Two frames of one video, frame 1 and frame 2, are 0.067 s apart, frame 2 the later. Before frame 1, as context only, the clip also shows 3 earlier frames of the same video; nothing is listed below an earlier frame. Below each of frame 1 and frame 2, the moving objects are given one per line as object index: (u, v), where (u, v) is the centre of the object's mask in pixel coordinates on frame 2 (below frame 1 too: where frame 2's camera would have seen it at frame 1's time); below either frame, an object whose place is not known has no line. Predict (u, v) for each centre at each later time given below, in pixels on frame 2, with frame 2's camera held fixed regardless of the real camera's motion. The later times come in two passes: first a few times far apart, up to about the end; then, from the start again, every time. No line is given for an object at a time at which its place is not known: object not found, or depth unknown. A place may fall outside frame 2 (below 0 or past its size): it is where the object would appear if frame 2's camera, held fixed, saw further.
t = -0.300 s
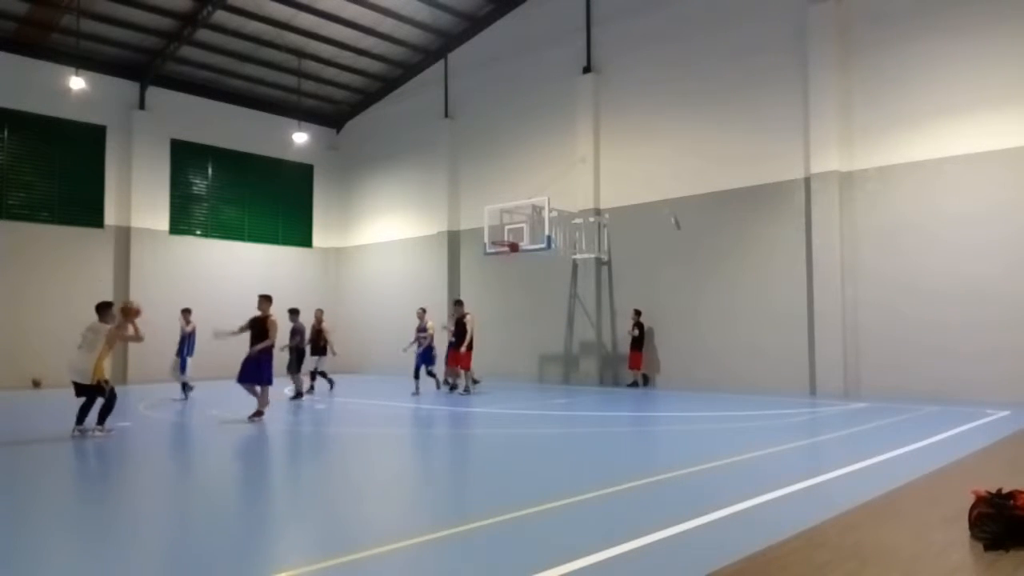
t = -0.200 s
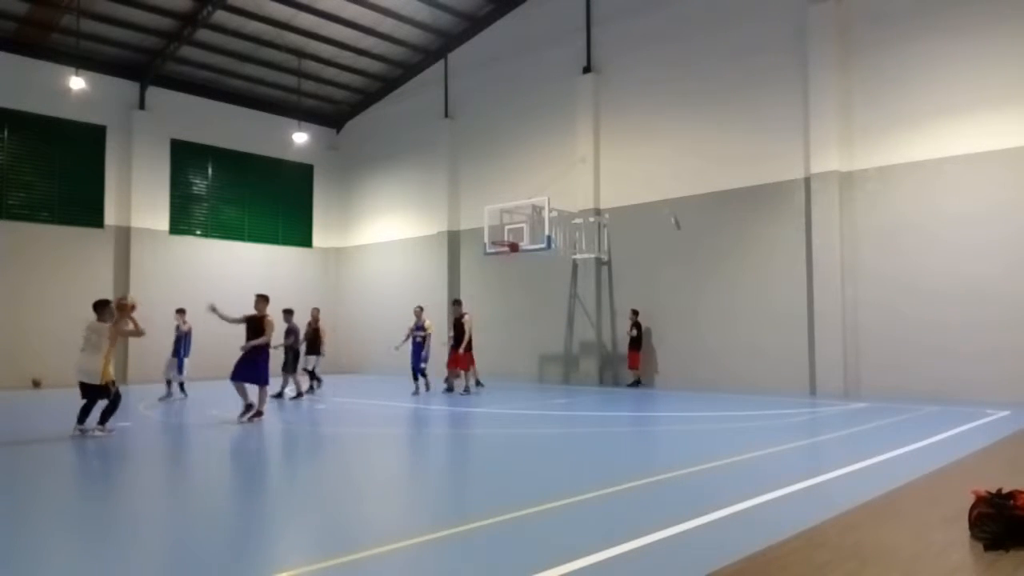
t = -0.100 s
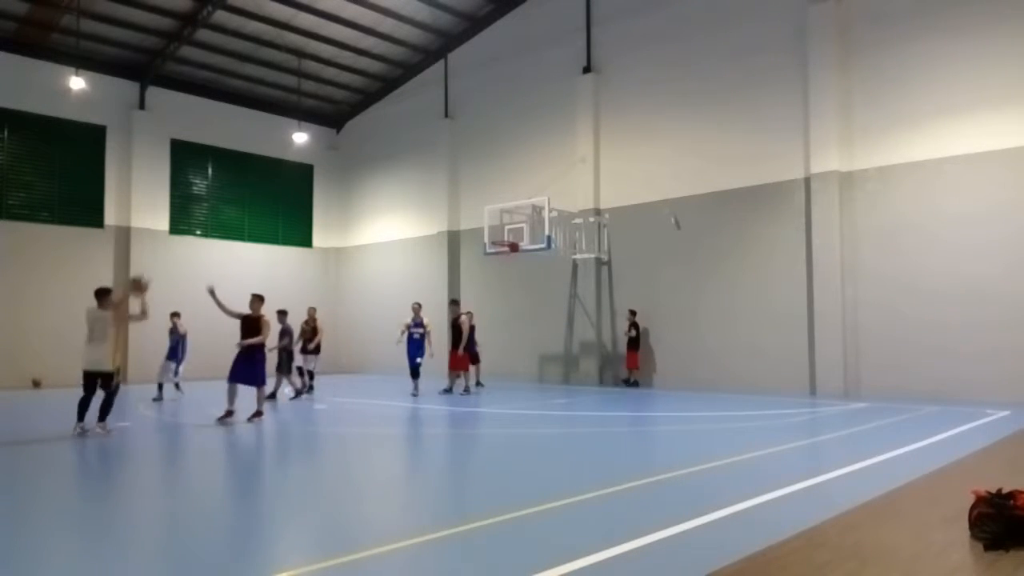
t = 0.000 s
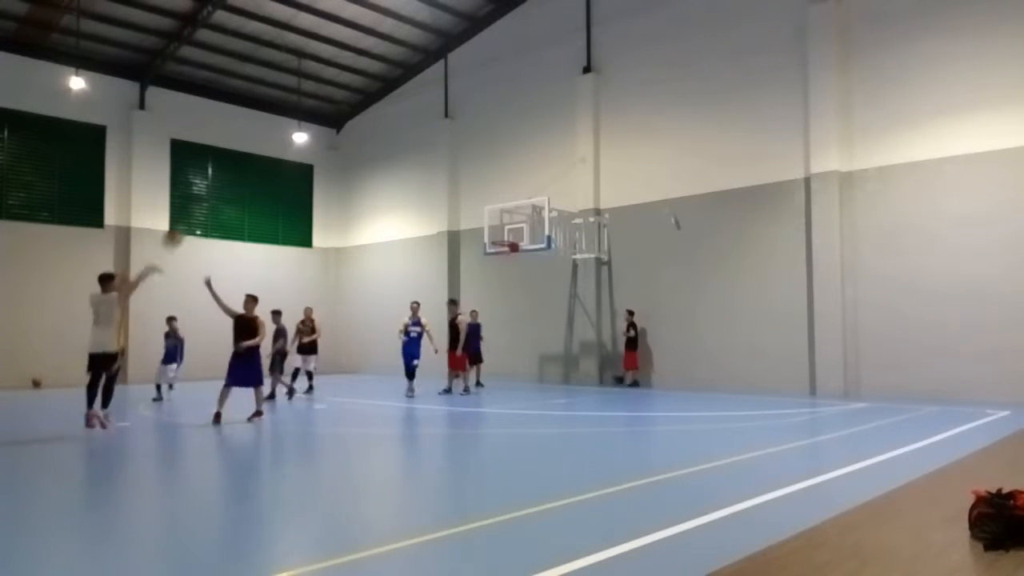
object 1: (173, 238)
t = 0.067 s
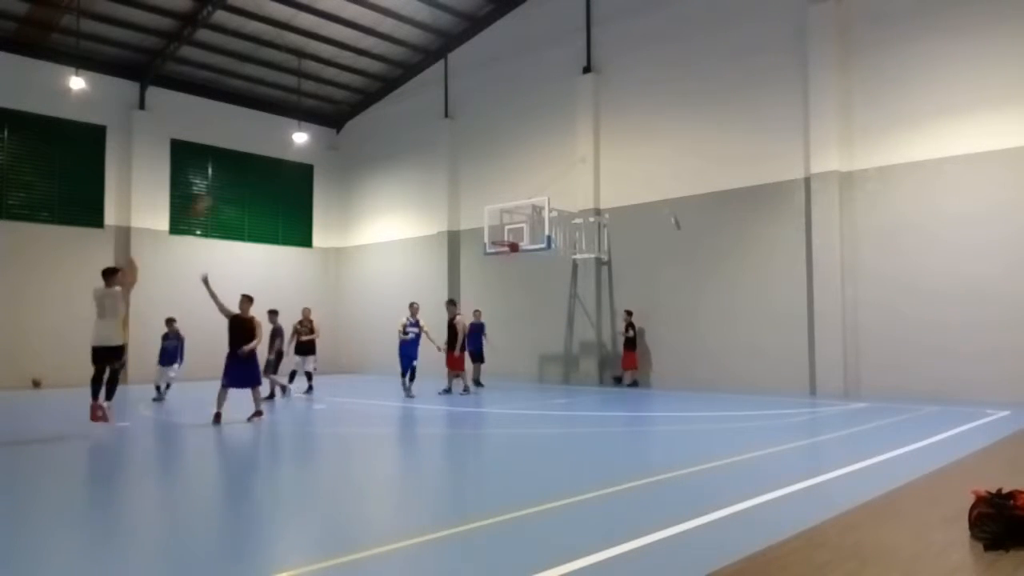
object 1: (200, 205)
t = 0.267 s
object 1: (265, 149)
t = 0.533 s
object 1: (340, 114)
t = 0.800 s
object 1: (399, 126)
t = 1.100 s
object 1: (454, 178)
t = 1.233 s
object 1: (477, 215)
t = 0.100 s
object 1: (213, 193)
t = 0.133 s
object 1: (226, 182)
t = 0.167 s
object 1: (235, 171)
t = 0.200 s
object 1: (245, 162)
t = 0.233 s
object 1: (253, 156)
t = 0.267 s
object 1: (265, 149)
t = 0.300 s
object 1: (274, 142)
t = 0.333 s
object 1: (286, 135)
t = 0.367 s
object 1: (297, 126)
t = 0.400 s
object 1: (307, 122)
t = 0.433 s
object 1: (315, 120)
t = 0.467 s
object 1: (324, 118)
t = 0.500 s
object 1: (331, 117)
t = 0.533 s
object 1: (340, 114)
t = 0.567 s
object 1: (348, 113)
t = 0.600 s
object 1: (355, 113)
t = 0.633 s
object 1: (363, 114)
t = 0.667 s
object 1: (371, 115)
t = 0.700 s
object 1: (377, 117)
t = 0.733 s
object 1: (384, 120)
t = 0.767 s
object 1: (391, 122)
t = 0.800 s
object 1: (399, 126)
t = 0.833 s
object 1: (405, 130)
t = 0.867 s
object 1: (412, 134)
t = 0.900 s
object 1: (419, 139)
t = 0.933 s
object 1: (425, 144)
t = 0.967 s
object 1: (431, 150)
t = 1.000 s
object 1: (437, 157)
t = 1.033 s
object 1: (442, 164)
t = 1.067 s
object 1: (448, 170)
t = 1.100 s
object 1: (454, 178)
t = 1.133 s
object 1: (460, 187)
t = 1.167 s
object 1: (466, 196)
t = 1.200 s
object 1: (472, 206)
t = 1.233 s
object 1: (477, 215)
